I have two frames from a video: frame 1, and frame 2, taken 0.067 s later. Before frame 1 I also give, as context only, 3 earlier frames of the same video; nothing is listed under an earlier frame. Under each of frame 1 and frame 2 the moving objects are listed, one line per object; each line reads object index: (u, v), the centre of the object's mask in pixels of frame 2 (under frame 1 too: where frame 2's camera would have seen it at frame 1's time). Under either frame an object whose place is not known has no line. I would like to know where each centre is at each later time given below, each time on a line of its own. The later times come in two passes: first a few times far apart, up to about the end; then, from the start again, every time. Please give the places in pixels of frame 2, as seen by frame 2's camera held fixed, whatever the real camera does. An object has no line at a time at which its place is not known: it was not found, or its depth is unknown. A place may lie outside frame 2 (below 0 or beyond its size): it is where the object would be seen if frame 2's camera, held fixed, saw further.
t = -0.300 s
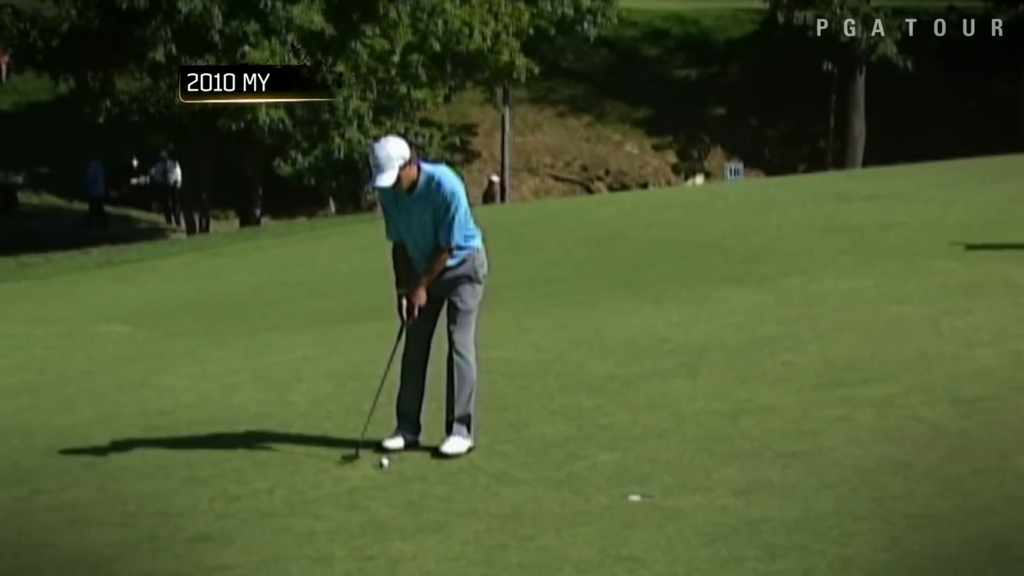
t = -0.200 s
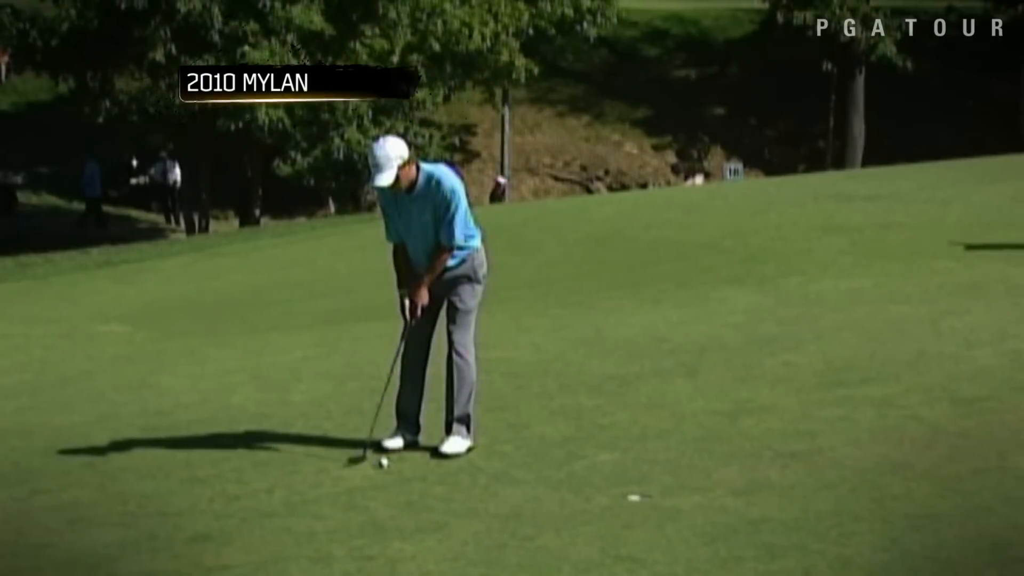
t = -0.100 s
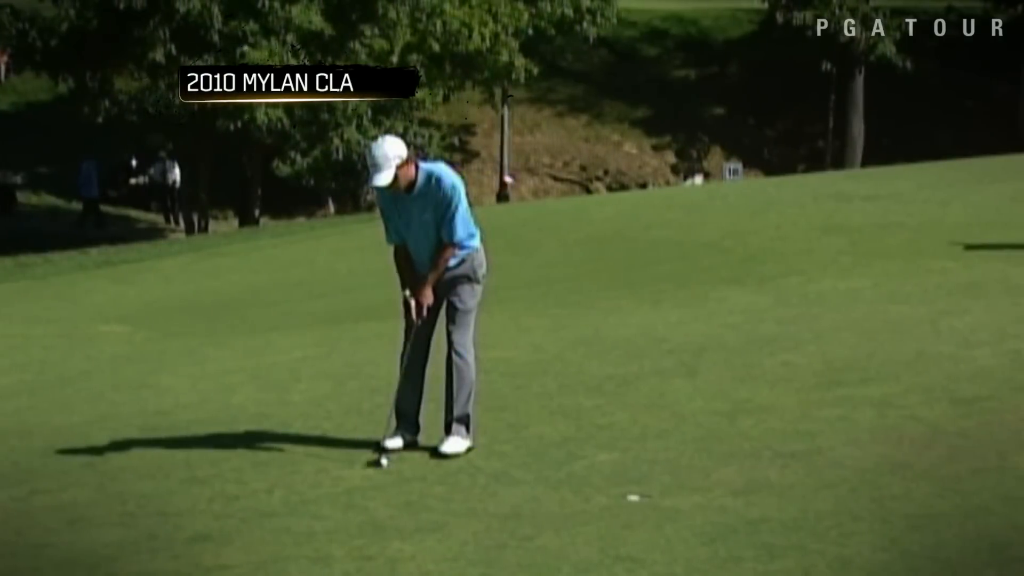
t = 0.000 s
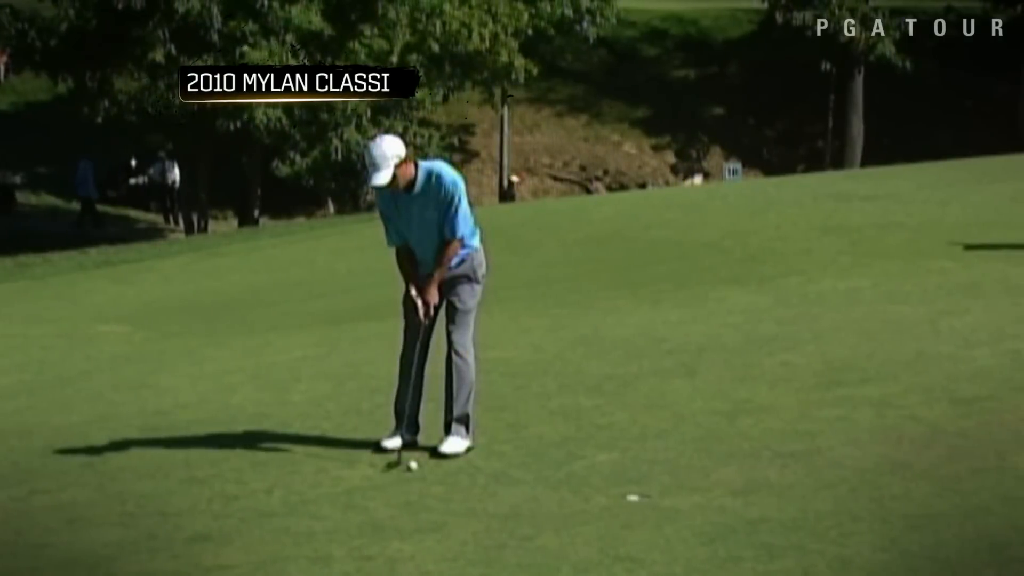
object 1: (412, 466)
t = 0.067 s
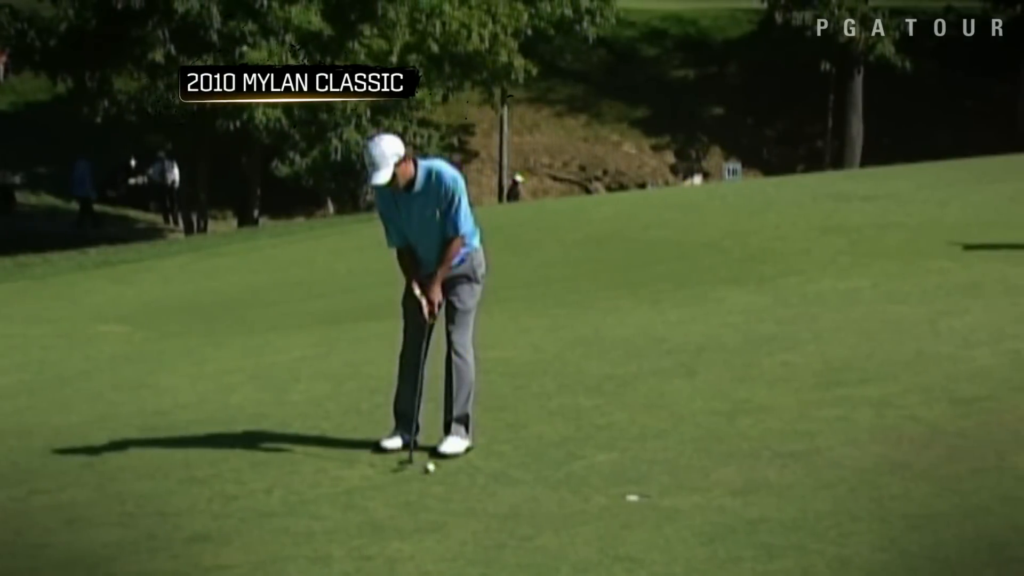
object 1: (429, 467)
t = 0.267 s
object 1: (481, 473)
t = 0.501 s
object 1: (535, 479)
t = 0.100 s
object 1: (438, 468)
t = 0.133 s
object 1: (447, 470)
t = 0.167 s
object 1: (455, 471)
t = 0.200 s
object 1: (463, 471)
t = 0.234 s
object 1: (472, 473)
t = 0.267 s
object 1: (481, 473)
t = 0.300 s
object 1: (489, 474)
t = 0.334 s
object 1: (496, 475)
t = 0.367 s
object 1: (504, 476)
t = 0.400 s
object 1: (512, 477)
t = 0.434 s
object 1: (520, 478)
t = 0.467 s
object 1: (528, 478)
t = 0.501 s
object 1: (535, 479)
